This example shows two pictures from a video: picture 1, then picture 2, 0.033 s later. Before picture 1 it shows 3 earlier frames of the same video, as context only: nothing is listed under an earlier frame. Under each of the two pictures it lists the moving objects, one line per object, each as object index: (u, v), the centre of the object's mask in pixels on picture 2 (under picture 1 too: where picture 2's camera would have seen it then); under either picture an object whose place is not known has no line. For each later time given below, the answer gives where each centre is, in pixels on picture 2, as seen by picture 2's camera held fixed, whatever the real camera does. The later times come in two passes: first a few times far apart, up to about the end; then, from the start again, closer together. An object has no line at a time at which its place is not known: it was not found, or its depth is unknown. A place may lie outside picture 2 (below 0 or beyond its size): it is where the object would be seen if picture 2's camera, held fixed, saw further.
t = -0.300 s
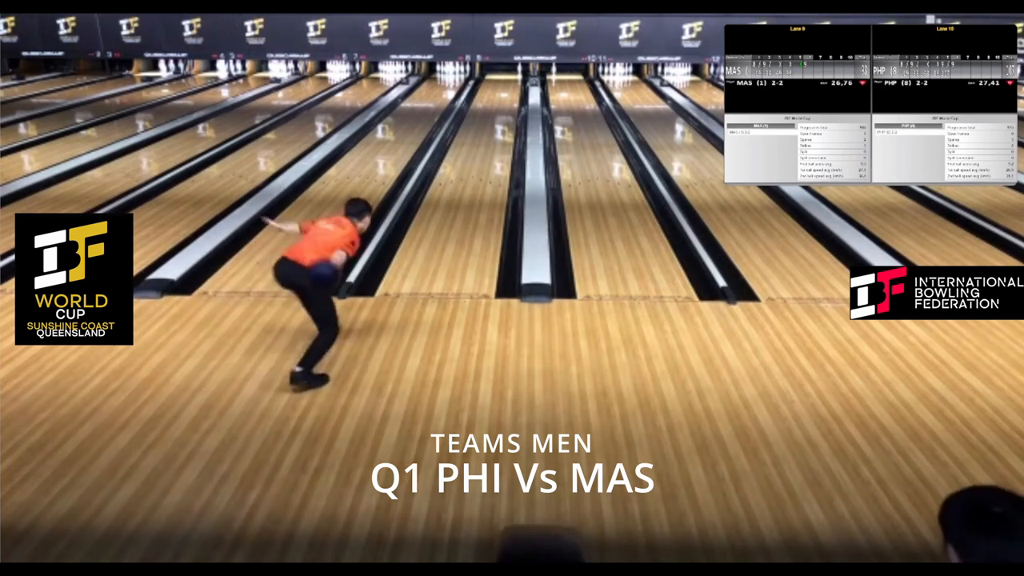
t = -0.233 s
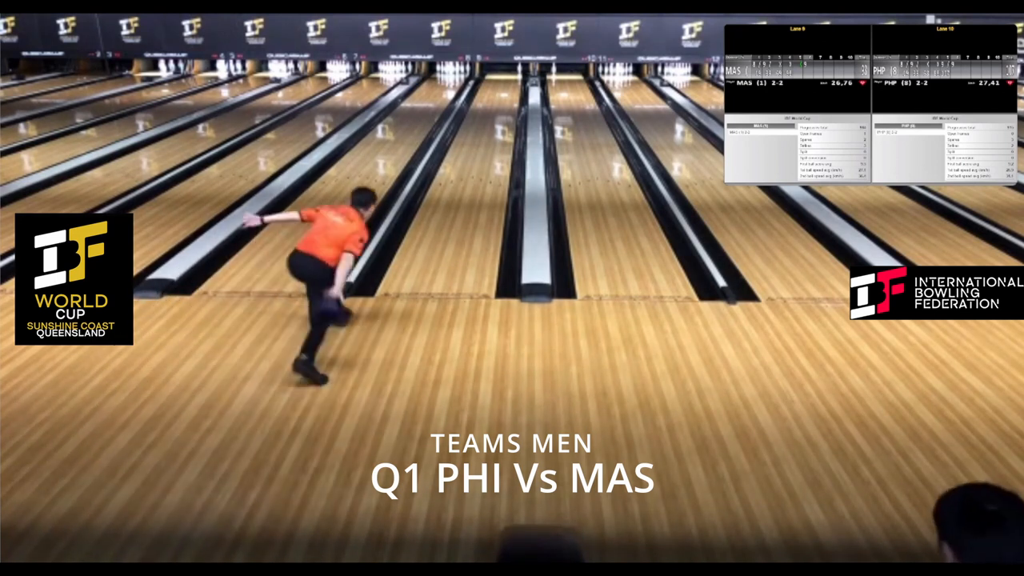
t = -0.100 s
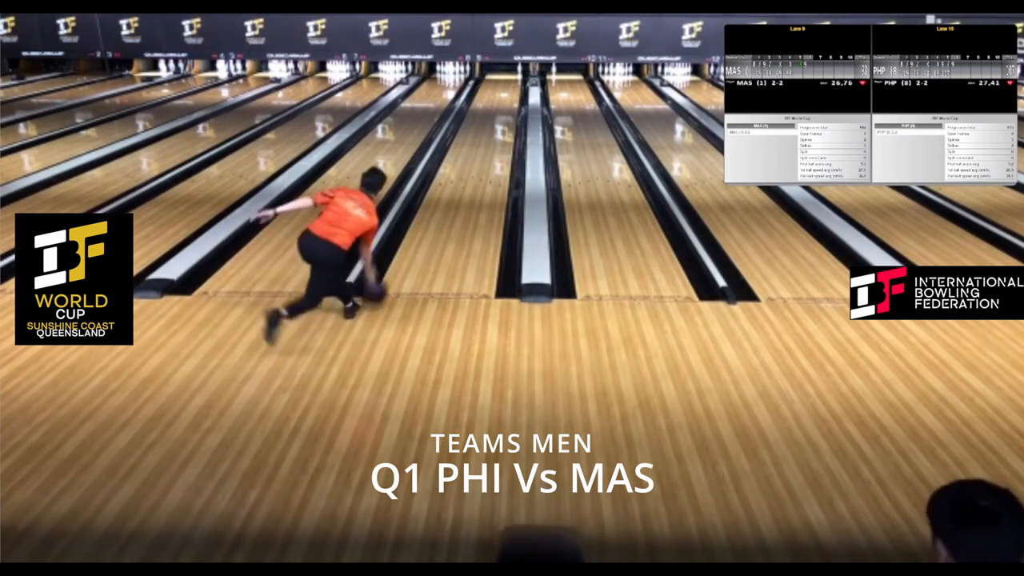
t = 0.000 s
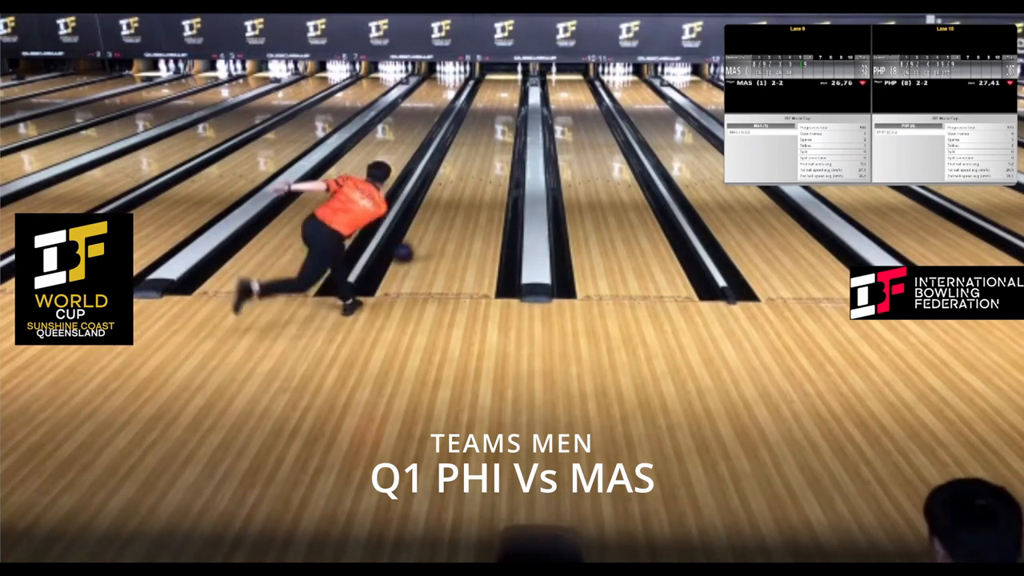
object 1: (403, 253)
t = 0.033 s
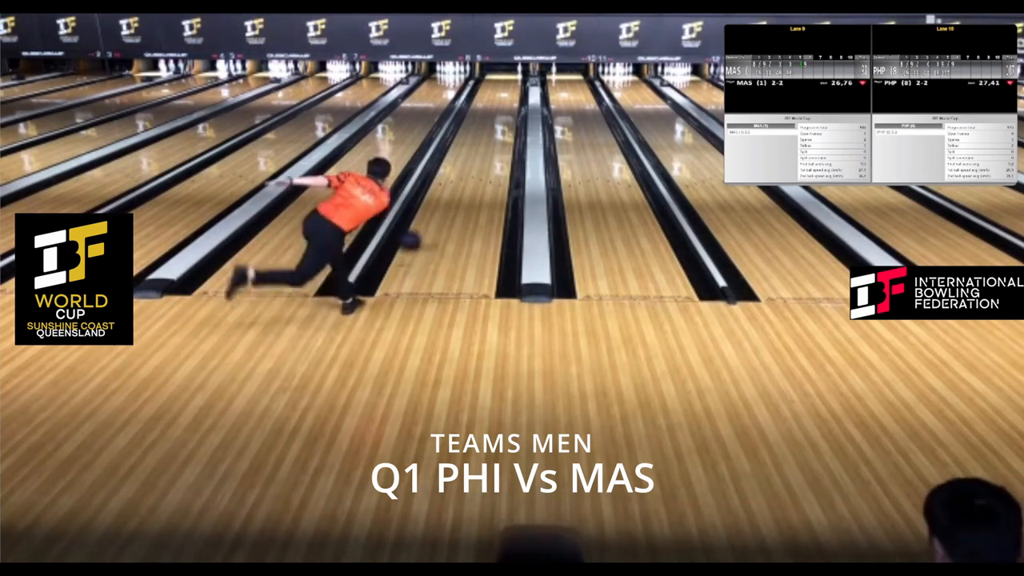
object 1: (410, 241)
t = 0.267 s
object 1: (449, 185)
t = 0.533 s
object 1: (477, 143)
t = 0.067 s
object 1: (416, 231)
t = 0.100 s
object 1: (423, 222)
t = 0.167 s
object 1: (435, 206)
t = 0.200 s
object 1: (440, 199)
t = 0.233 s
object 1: (445, 191)
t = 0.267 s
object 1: (449, 185)
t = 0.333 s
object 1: (458, 172)
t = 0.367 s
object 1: (461, 167)
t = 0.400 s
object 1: (465, 161)
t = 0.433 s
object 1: (468, 156)
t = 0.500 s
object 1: (474, 147)
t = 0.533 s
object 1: (477, 143)
